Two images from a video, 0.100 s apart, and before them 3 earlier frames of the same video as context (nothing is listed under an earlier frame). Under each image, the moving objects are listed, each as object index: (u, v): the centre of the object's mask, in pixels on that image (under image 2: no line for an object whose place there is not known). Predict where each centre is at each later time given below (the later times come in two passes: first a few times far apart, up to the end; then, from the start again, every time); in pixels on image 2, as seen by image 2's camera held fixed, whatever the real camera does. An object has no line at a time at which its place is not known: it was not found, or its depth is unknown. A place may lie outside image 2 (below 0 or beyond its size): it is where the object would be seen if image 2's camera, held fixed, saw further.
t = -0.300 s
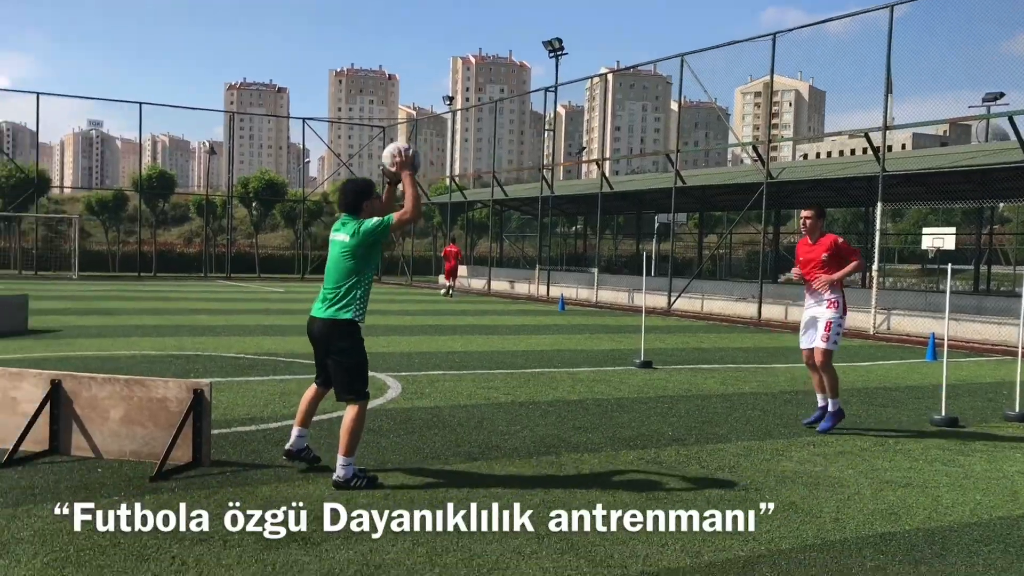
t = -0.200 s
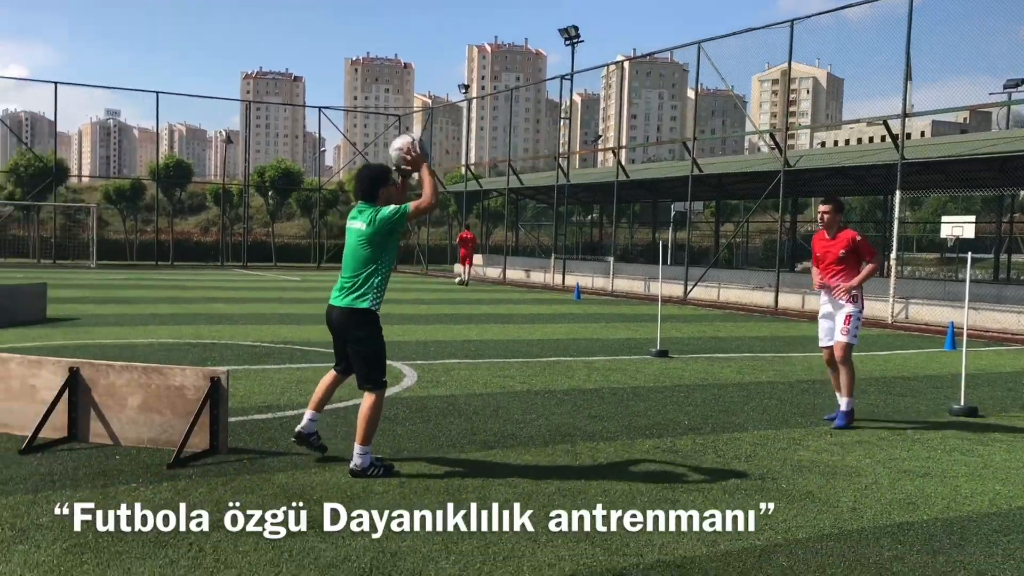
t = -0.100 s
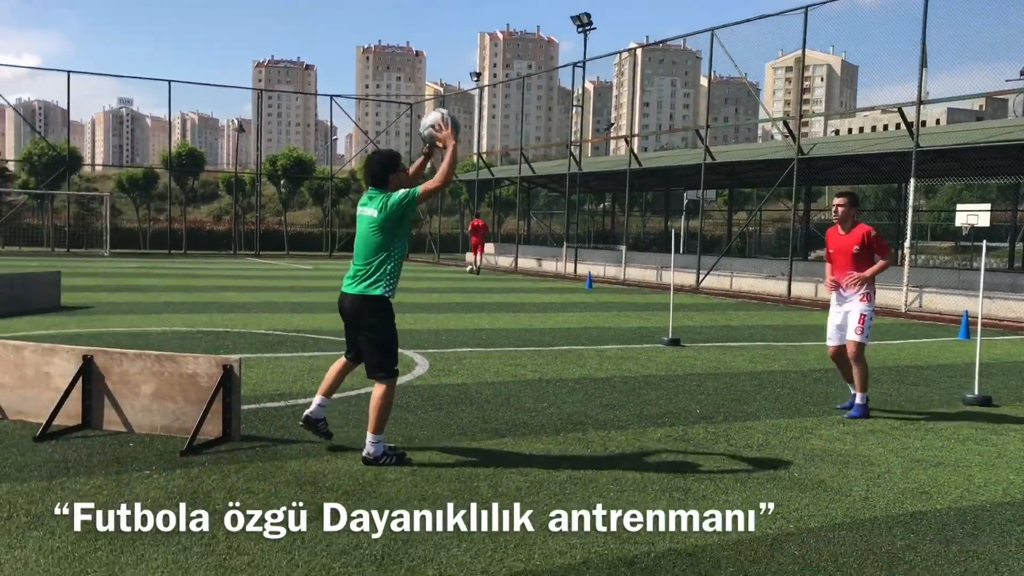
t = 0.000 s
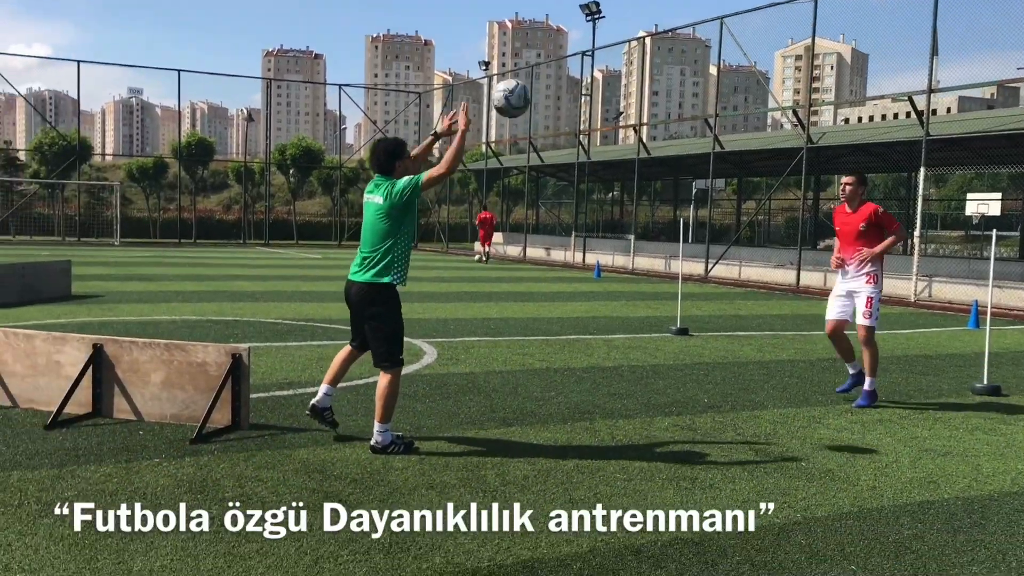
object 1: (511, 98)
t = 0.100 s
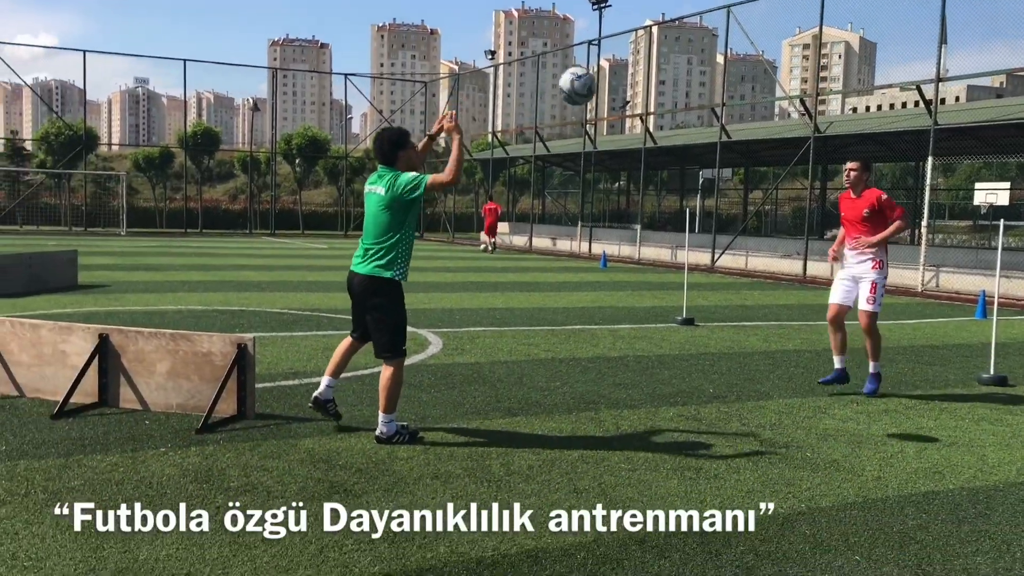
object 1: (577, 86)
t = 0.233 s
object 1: (649, 111)
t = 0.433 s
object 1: (744, 194)
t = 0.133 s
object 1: (596, 90)
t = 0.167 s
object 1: (614, 95)
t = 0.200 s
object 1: (632, 102)
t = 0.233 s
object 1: (649, 111)
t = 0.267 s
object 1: (665, 121)
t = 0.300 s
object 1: (681, 133)
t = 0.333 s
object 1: (698, 147)
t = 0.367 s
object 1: (713, 160)
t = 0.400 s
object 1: (728, 177)
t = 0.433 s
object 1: (744, 194)
